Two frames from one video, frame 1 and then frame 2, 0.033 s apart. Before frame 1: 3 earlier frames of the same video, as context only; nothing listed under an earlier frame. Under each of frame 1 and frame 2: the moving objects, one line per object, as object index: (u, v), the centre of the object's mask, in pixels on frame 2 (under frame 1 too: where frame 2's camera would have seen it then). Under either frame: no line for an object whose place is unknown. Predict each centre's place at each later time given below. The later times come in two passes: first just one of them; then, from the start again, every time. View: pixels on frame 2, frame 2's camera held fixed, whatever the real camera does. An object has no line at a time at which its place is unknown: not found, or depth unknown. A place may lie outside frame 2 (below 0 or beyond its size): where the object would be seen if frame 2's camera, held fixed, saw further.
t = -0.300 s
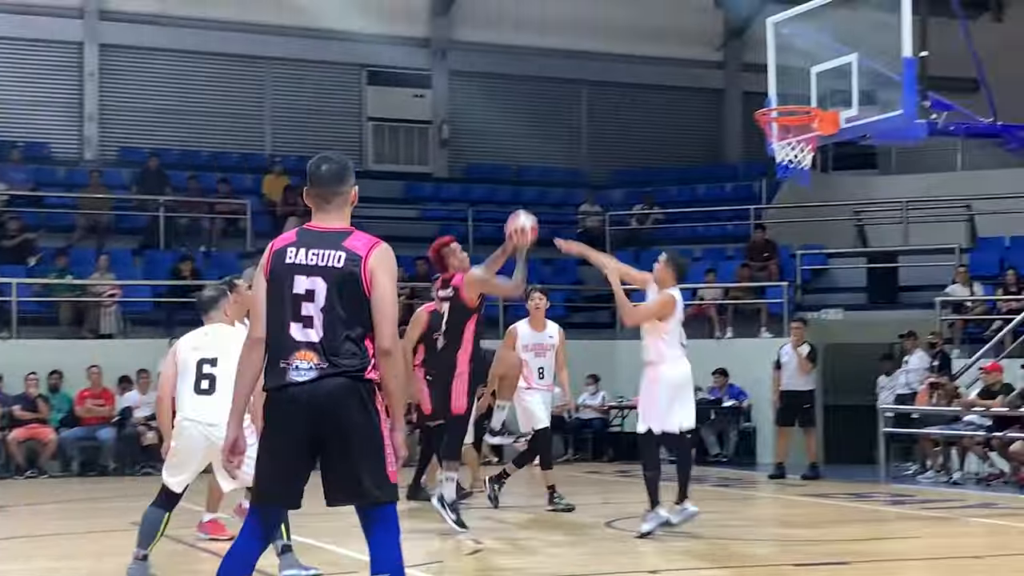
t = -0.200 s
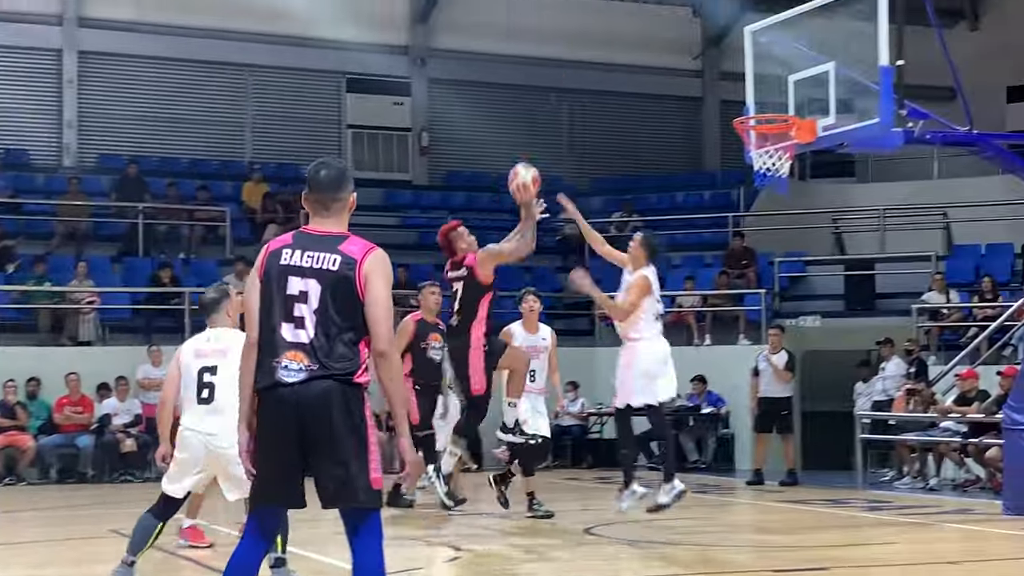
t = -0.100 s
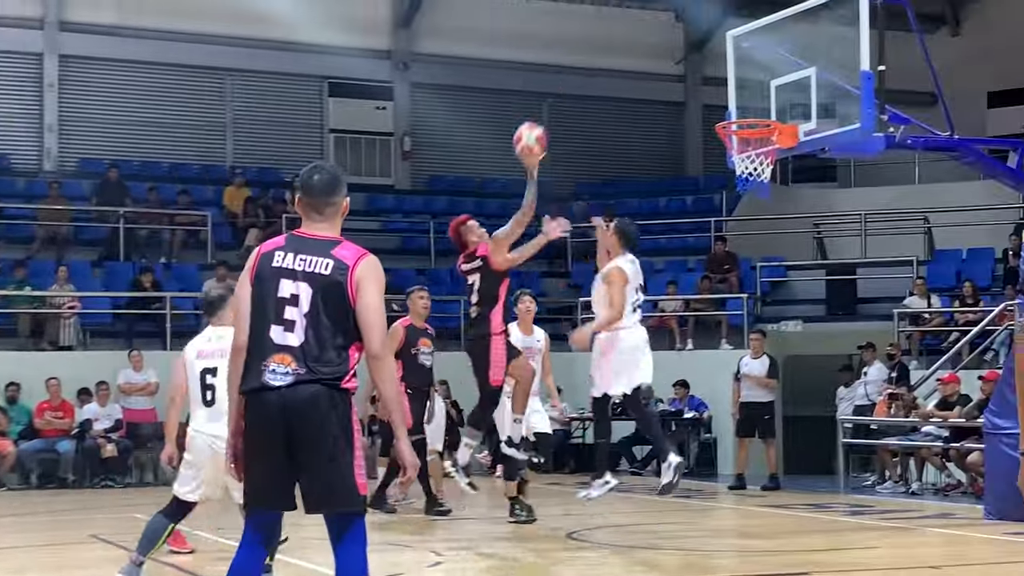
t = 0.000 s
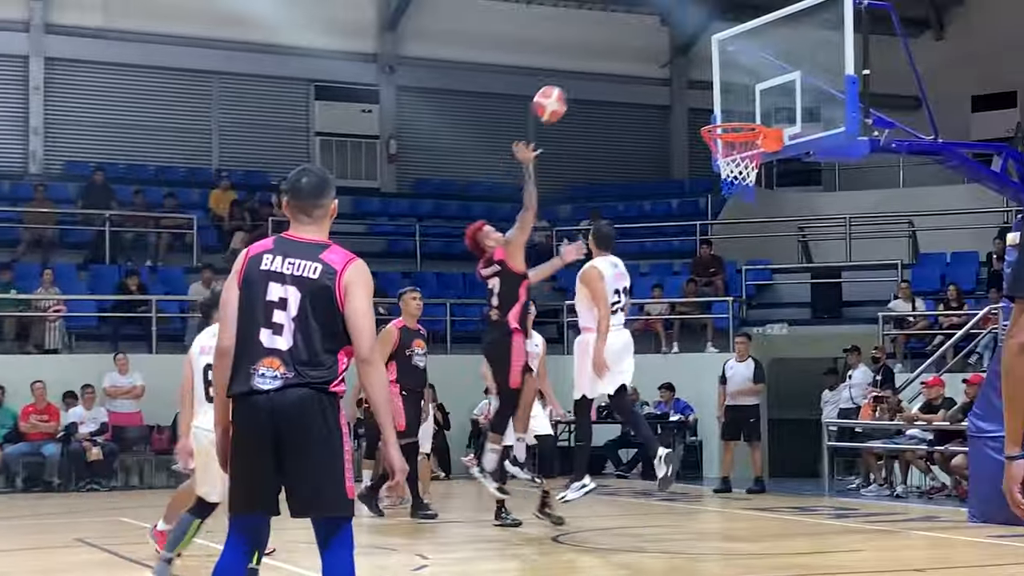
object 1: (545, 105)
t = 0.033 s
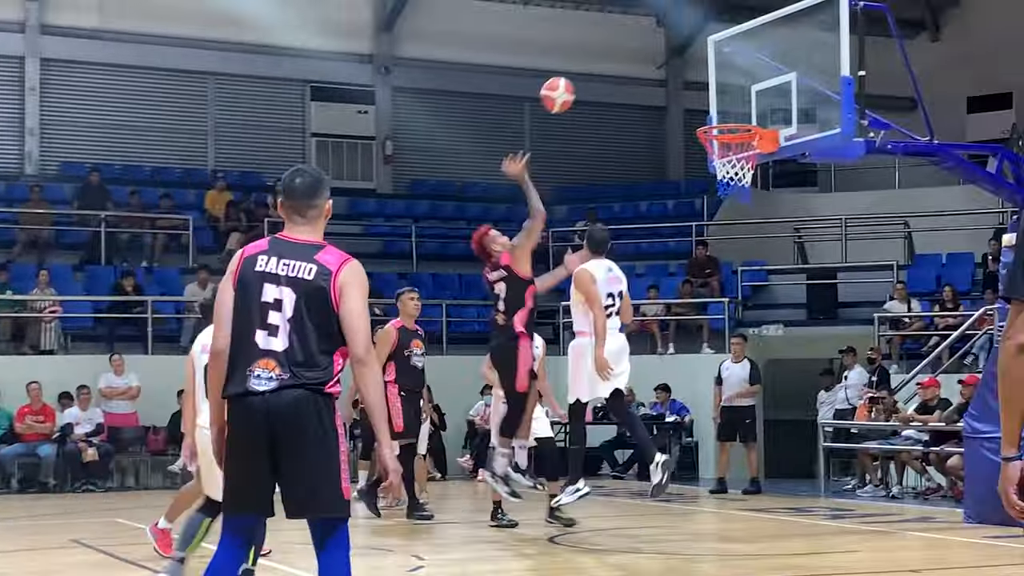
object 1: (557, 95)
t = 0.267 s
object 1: (635, 63)
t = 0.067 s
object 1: (569, 86)
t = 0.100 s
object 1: (580, 78)
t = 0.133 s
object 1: (591, 73)
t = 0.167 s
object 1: (602, 68)
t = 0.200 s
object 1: (613, 65)
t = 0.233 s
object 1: (624, 63)
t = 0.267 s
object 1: (635, 63)
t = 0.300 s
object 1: (646, 65)
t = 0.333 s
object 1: (657, 68)
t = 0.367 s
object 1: (668, 72)
